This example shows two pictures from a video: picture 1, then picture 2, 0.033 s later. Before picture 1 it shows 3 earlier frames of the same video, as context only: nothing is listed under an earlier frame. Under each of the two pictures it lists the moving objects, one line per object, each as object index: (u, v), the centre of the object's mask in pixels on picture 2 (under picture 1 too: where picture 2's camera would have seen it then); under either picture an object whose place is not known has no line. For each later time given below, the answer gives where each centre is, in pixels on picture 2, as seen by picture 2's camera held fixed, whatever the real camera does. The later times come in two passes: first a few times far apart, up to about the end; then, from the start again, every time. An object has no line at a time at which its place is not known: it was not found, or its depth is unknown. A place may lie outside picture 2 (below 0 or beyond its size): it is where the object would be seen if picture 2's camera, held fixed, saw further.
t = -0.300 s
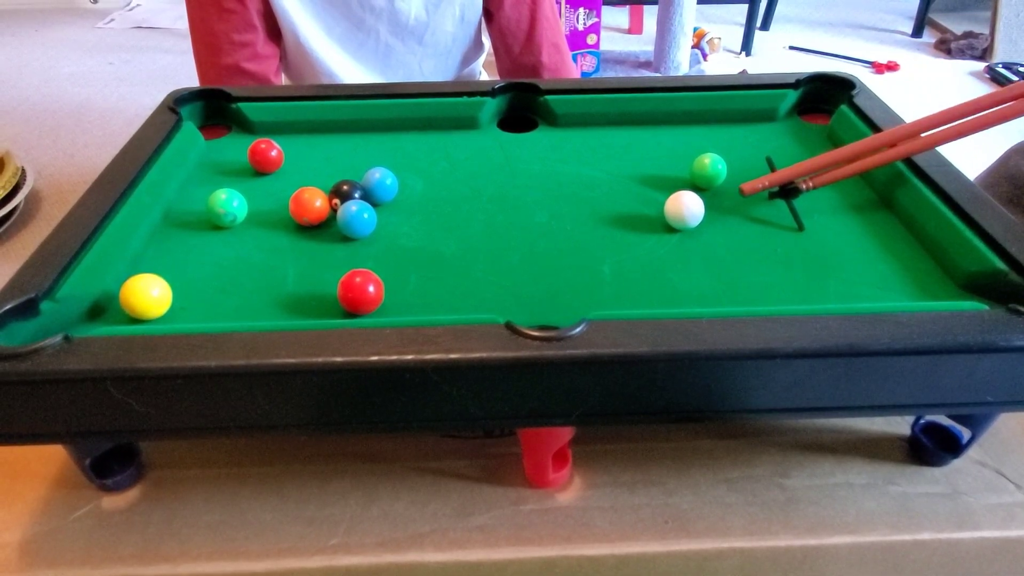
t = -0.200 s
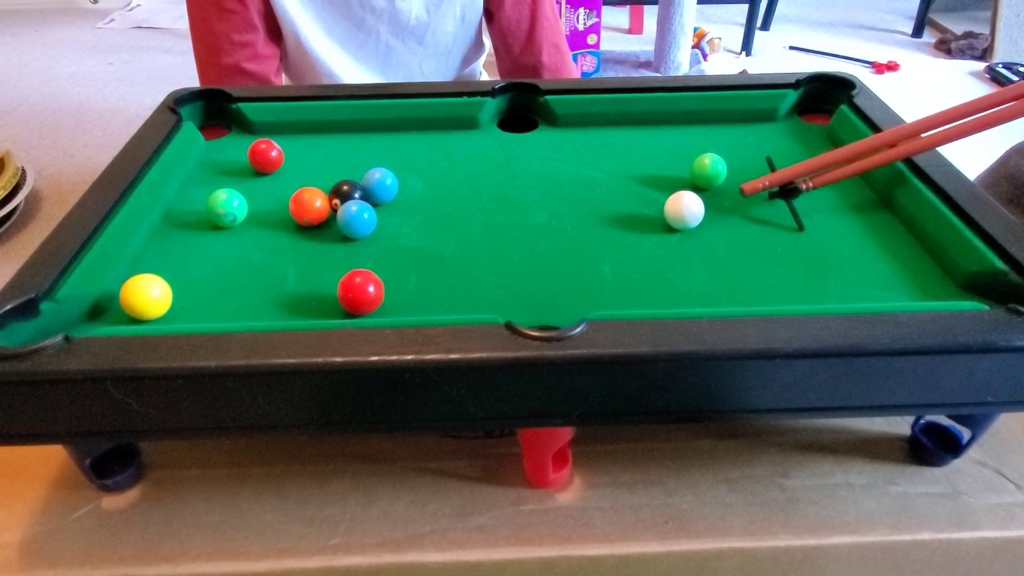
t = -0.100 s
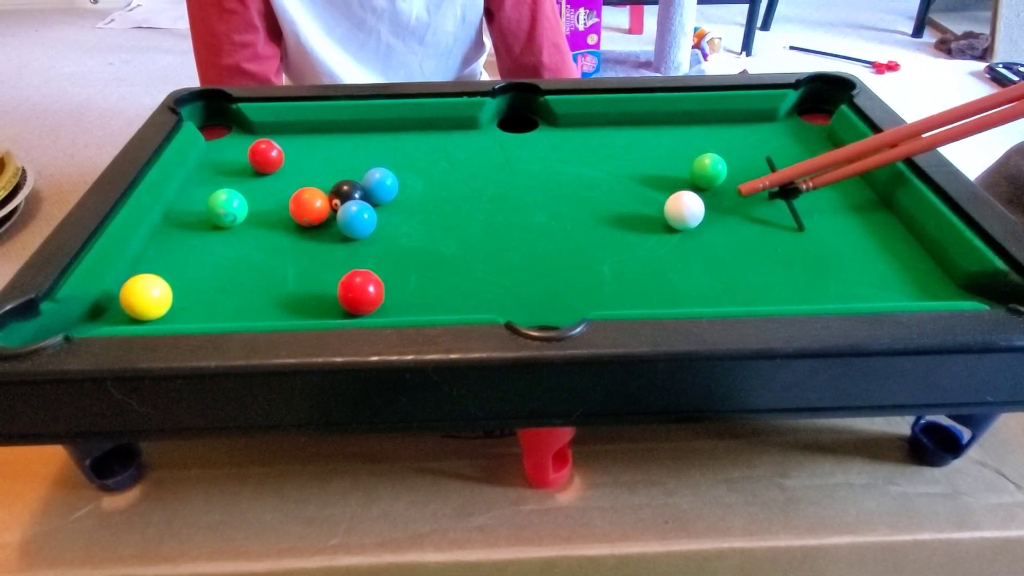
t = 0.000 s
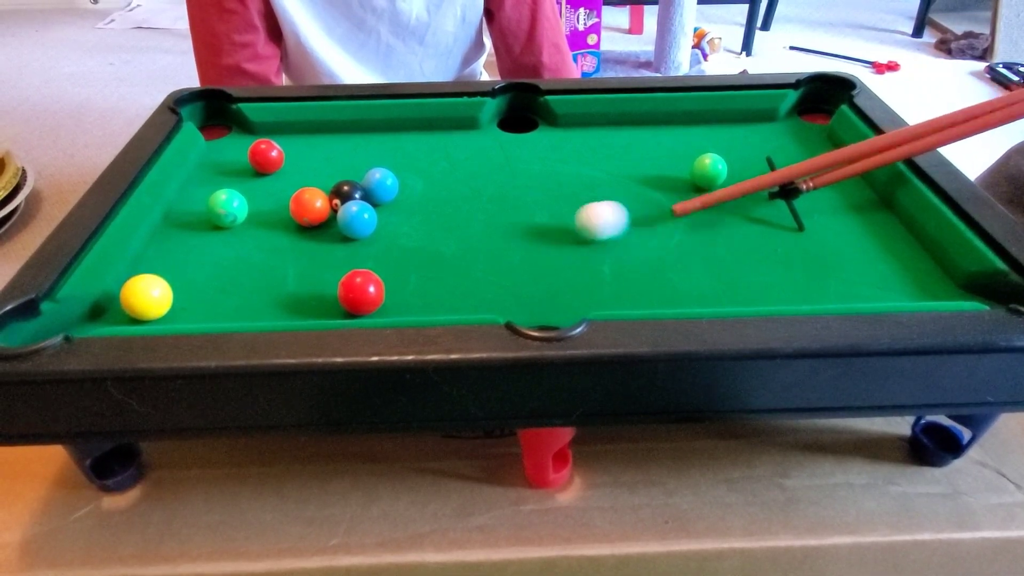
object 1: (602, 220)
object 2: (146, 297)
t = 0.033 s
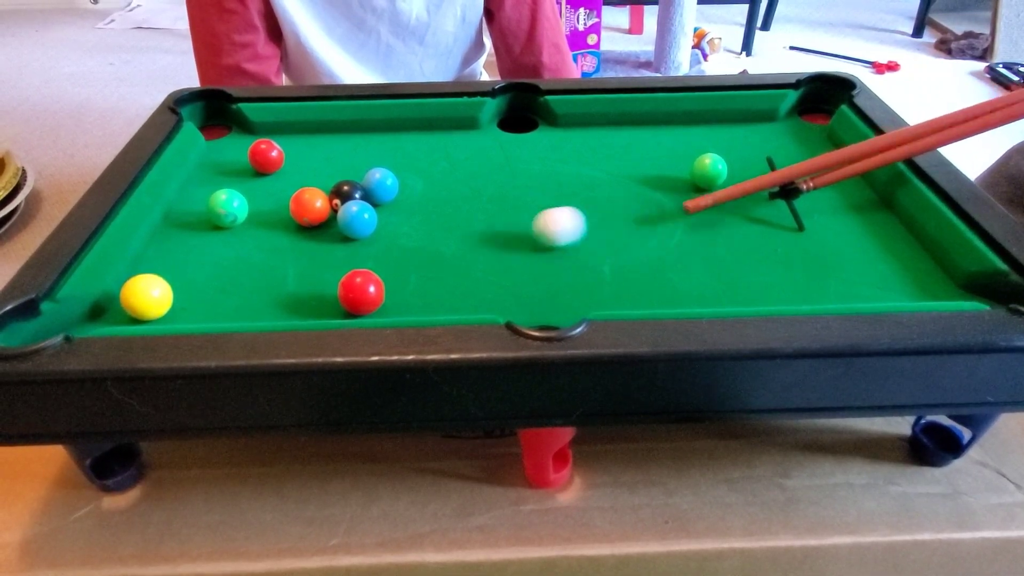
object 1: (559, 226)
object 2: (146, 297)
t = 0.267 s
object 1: (273, 271)
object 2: (146, 297)
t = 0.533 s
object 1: (145, 268)
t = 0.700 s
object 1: (149, 258)
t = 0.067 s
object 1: (519, 233)
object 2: (146, 297)
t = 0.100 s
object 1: (478, 239)
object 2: (146, 297)
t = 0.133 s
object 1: (437, 246)
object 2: (146, 297)
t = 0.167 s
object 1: (396, 253)
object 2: (146, 297)
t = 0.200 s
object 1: (354, 257)
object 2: (146, 297)
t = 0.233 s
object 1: (314, 265)
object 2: (146, 297)
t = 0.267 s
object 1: (273, 271)
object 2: (146, 297)
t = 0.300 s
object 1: (232, 277)
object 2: (146, 297)
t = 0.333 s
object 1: (195, 281)
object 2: (142, 298)
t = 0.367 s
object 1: (186, 278)
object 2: (113, 305)
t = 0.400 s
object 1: (176, 275)
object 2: (88, 312)
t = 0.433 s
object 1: (167, 273)
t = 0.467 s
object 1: (159, 272)
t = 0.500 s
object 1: (151, 270)
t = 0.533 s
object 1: (145, 268)
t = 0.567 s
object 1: (141, 266)
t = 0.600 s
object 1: (140, 264)
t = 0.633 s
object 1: (143, 262)
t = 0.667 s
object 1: (146, 260)
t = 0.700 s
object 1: (149, 258)
